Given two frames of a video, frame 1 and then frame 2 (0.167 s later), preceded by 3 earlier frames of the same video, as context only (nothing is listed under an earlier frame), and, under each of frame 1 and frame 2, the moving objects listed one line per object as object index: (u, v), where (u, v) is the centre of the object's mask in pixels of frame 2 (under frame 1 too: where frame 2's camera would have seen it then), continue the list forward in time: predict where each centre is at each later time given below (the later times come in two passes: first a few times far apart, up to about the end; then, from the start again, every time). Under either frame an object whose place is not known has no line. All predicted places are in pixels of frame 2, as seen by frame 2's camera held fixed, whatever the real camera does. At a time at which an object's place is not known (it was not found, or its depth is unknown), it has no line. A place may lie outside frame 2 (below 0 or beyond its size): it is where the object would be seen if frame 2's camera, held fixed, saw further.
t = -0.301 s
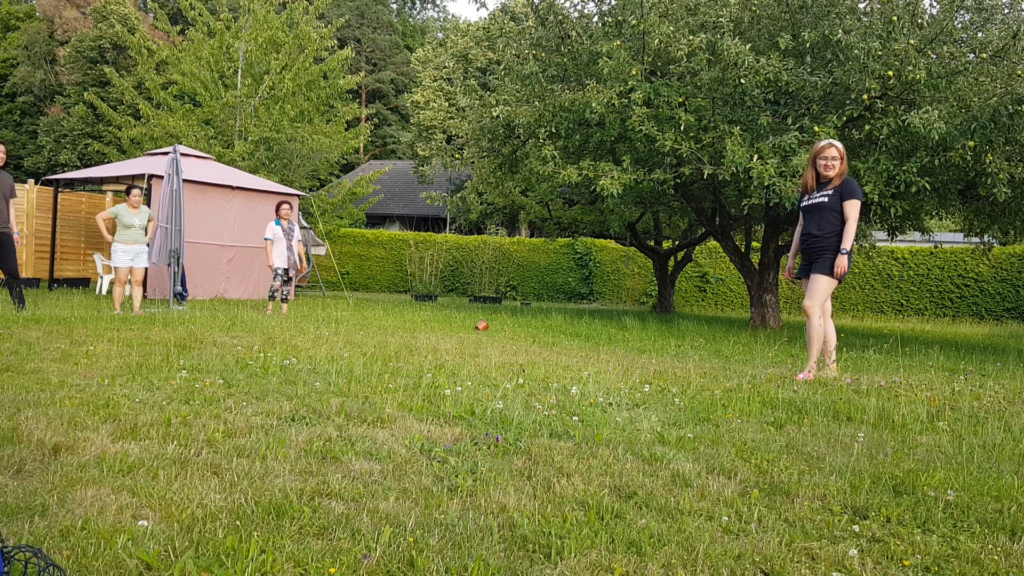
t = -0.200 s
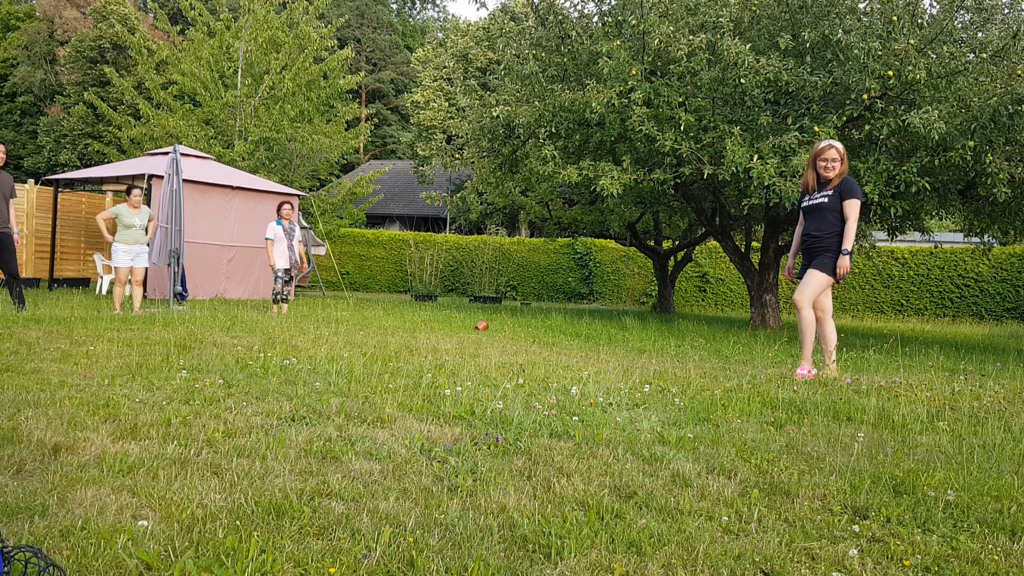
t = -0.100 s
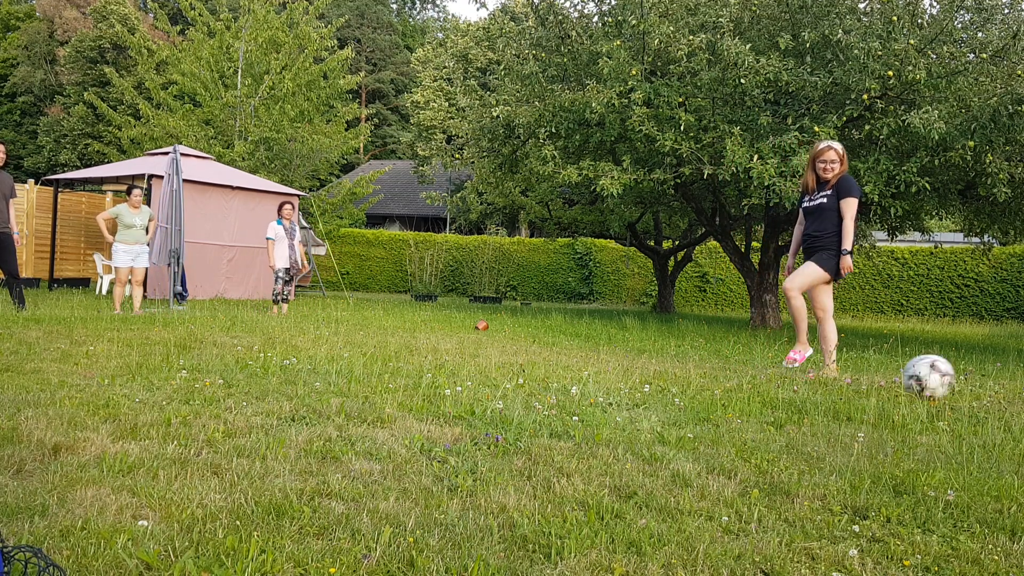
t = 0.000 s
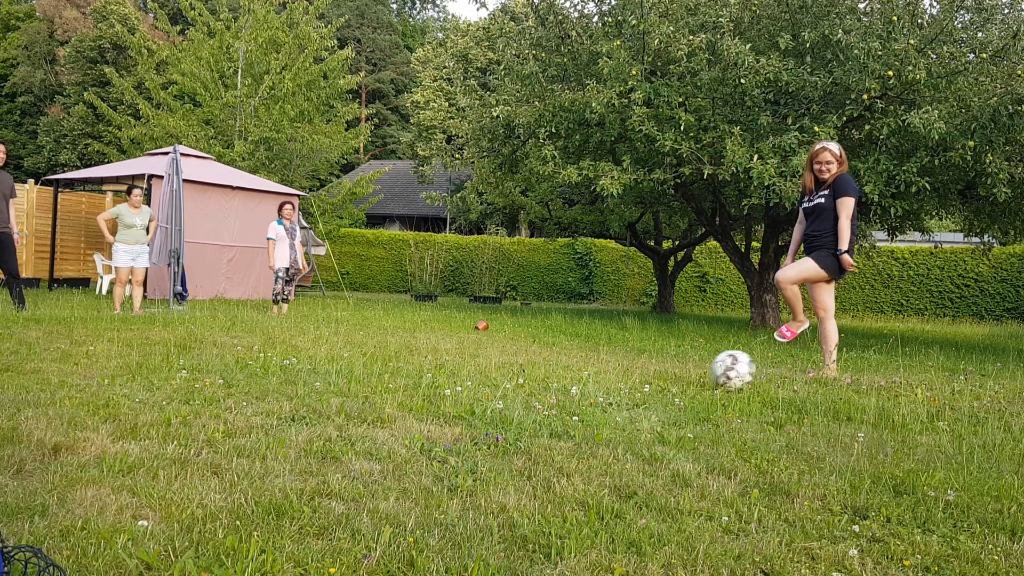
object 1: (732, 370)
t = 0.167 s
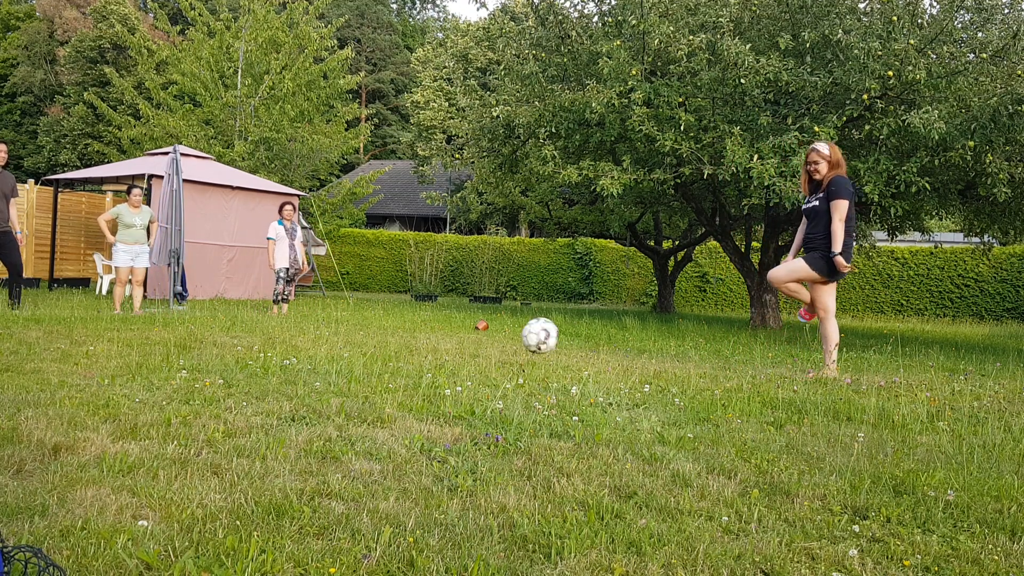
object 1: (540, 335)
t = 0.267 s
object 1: (454, 327)
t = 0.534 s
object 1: (289, 323)
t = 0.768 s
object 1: (194, 317)
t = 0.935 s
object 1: (143, 310)
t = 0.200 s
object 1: (510, 330)
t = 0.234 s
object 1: (481, 328)
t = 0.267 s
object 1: (454, 327)
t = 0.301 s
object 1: (428, 328)
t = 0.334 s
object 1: (403, 329)
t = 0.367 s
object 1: (377, 334)
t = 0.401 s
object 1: (354, 335)
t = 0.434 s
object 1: (338, 331)
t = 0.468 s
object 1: (321, 327)
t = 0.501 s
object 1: (304, 324)
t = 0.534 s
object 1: (289, 323)
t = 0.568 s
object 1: (274, 322)
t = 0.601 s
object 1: (259, 321)
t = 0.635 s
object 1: (245, 320)
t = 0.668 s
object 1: (232, 320)
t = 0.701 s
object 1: (219, 318)
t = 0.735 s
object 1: (207, 317)
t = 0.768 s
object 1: (194, 317)
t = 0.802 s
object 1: (183, 315)
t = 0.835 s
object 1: (174, 313)
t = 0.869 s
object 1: (163, 311)
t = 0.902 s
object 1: (153, 310)
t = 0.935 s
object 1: (143, 310)
